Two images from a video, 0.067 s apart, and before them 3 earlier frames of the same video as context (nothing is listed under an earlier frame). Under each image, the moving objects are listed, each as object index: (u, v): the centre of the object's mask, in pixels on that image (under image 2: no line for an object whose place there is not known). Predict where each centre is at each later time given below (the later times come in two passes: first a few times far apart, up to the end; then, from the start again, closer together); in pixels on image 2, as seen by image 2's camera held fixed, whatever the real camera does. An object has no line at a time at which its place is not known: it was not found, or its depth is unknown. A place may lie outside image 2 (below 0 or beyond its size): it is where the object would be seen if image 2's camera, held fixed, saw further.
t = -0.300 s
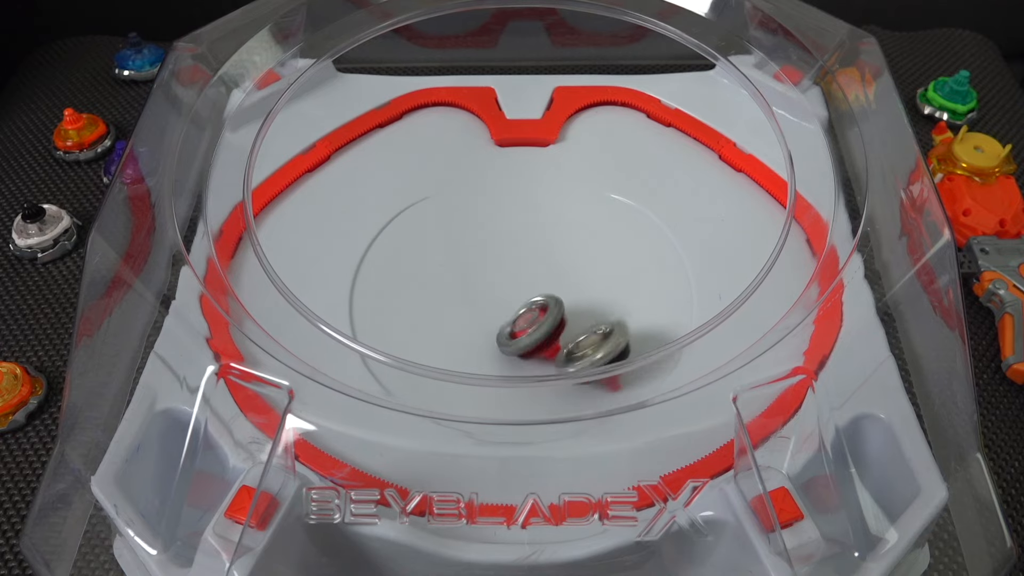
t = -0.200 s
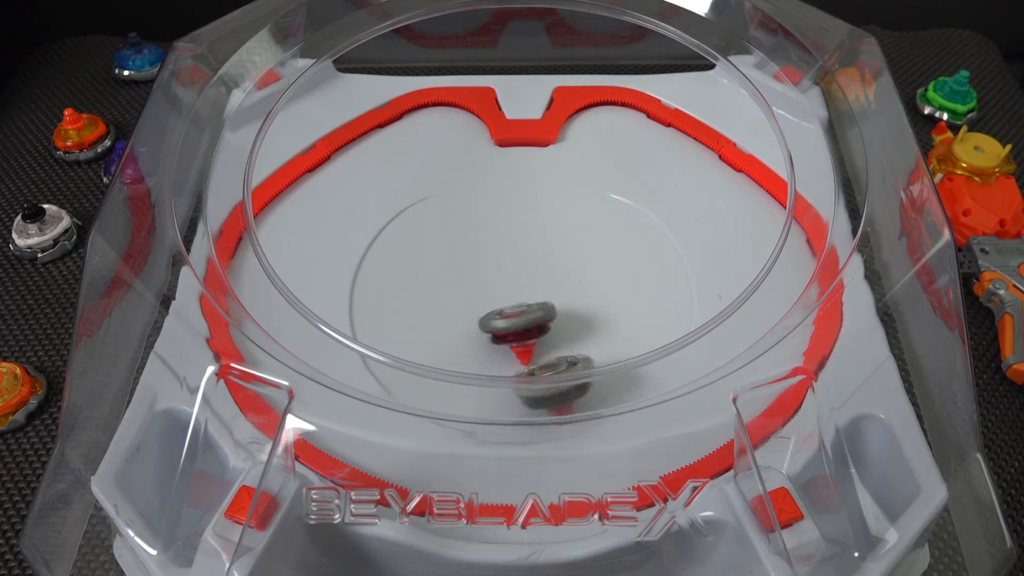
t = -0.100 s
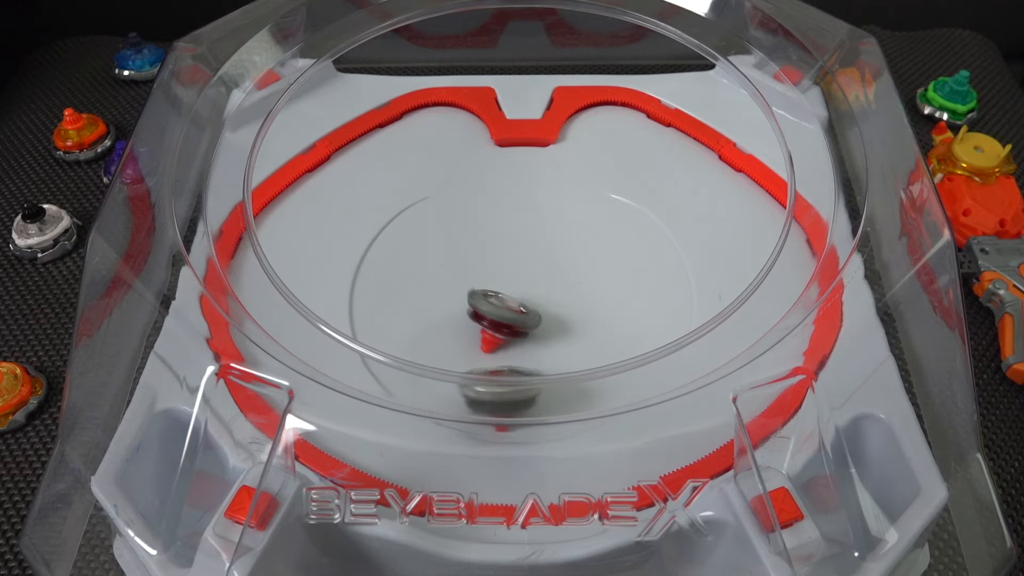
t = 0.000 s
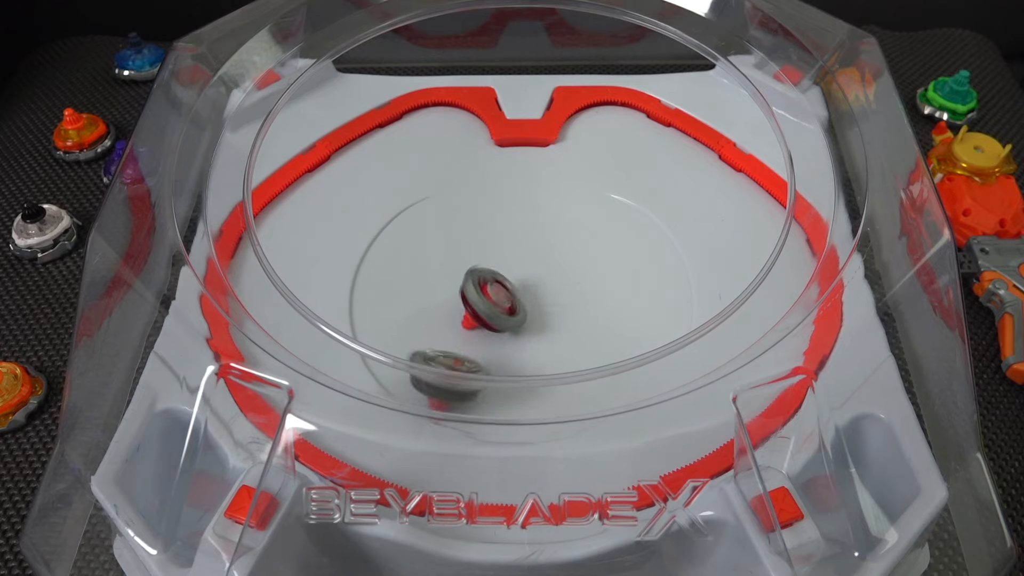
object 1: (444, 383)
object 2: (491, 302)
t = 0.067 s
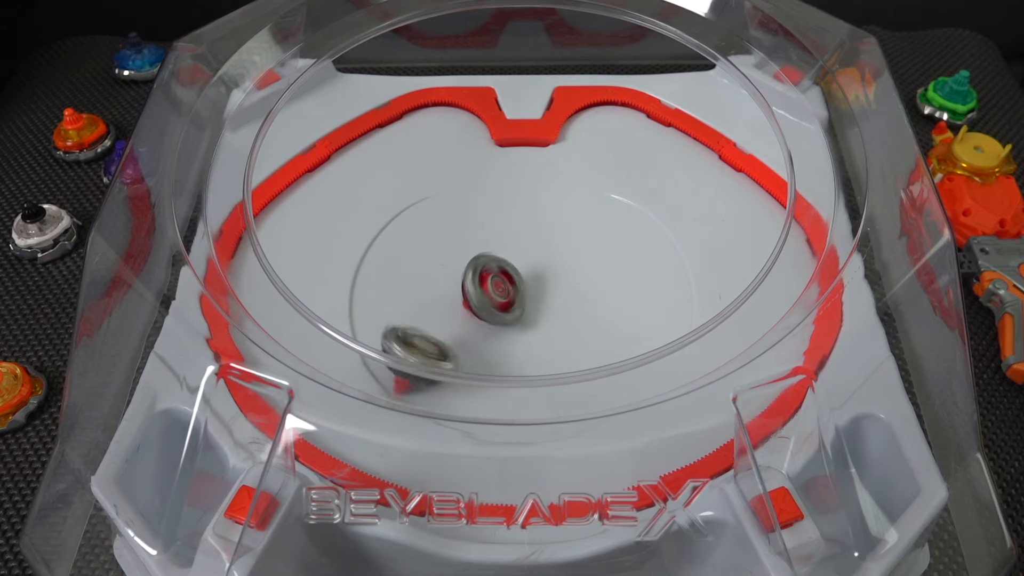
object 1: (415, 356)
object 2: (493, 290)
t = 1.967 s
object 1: (471, 190)
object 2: (527, 266)
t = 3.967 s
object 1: (564, 369)
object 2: (518, 311)
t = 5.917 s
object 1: (537, 215)
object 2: (535, 281)
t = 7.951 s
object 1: (451, 268)
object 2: (529, 280)
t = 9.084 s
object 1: (462, 263)
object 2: (524, 287)
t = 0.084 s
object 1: (411, 343)
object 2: (495, 288)
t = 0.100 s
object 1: (405, 339)
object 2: (497, 286)
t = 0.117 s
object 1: (402, 334)
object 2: (499, 283)
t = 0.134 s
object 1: (398, 329)
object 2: (501, 281)
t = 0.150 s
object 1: (393, 323)
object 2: (503, 280)
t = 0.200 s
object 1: (387, 301)
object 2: (512, 275)
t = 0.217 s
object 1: (386, 293)
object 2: (515, 275)
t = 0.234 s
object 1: (386, 285)
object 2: (519, 274)
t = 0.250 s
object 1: (386, 277)
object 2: (522, 274)
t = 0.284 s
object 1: (389, 262)
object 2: (529, 273)
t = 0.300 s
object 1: (392, 254)
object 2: (533, 274)
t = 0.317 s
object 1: (396, 247)
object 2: (536, 274)
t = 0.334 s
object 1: (398, 240)
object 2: (539, 275)
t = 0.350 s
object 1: (403, 233)
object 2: (542, 277)
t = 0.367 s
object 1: (408, 227)
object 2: (545, 279)
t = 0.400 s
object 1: (419, 214)
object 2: (549, 282)
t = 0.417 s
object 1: (425, 209)
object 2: (551, 285)
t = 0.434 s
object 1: (432, 203)
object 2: (552, 288)
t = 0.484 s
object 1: (454, 190)
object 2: (555, 295)
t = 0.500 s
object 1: (462, 187)
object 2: (555, 298)
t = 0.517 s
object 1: (469, 183)
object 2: (555, 302)
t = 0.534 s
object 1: (478, 181)
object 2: (554, 304)
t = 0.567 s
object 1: (495, 177)
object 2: (551, 310)
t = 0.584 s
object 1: (505, 176)
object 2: (549, 312)
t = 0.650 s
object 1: (539, 175)
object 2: (537, 318)
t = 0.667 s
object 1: (549, 176)
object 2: (533, 319)
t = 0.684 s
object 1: (558, 177)
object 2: (529, 319)
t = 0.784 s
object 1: (607, 194)
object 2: (508, 312)
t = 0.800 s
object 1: (614, 197)
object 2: (505, 309)
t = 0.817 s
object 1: (623, 202)
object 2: (504, 306)
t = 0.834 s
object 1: (629, 208)
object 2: (502, 304)
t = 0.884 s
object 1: (647, 225)
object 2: (501, 294)
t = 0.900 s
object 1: (652, 232)
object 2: (501, 291)
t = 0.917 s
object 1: (656, 239)
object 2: (502, 288)
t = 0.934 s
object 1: (659, 246)
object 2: (504, 285)
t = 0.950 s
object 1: (662, 253)
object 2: (505, 282)
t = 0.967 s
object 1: (664, 262)
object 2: (506, 279)
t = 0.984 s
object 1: (666, 269)
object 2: (508, 278)
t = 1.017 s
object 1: (666, 285)
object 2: (513, 274)
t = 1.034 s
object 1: (665, 293)
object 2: (515, 272)
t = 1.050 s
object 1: (664, 301)
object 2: (518, 271)
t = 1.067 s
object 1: (662, 309)
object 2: (521, 270)
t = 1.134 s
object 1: (643, 333)
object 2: (533, 269)
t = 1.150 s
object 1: (640, 345)
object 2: (536, 268)
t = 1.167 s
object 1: (633, 354)
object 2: (538, 269)
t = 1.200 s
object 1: (617, 363)
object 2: (543, 271)
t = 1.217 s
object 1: (607, 376)
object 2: (546, 273)
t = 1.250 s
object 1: (588, 384)
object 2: (550, 276)
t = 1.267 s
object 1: (577, 388)
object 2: (552, 278)
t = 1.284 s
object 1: (568, 391)
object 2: (553, 281)
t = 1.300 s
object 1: (556, 395)
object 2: (554, 283)
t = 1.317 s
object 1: (544, 400)
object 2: (555, 285)
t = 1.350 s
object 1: (521, 401)
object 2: (555, 292)
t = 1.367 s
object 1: (510, 400)
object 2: (555, 295)
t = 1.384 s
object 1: (499, 396)
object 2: (554, 297)
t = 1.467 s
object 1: (442, 382)
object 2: (542, 309)
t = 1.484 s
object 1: (436, 369)
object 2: (539, 311)
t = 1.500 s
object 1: (427, 363)
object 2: (535, 312)
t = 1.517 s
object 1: (421, 357)
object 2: (531, 312)
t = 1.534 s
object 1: (416, 345)
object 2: (527, 312)
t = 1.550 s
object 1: (410, 342)
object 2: (523, 312)
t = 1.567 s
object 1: (403, 335)
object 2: (519, 312)
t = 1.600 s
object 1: (394, 326)
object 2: (511, 309)
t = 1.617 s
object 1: (391, 319)
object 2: (508, 307)
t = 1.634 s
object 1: (389, 311)
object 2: (506, 305)
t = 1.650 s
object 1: (386, 304)
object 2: (503, 302)
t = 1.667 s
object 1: (386, 296)
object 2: (501, 299)
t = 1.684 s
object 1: (385, 288)
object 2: (500, 296)
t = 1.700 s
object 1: (386, 280)
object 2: (499, 293)
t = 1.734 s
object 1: (389, 264)
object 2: (499, 287)
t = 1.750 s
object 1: (391, 257)
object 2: (500, 284)
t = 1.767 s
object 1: (394, 250)
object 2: (501, 281)
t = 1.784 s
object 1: (398, 243)
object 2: (502, 278)
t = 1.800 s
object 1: (403, 236)
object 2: (503, 276)
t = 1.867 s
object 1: (425, 212)
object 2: (511, 270)
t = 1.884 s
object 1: (432, 207)
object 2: (513, 268)
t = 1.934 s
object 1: (454, 195)
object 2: (521, 267)
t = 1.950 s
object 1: (462, 192)
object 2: (524, 266)
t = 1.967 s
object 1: (471, 190)
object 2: (527, 266)
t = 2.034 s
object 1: (505, 186)
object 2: (537, 269)
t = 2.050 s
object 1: (515, 186)
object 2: (539, 271)
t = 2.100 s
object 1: (542, 188)
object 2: (544, 277)
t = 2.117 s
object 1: (550, 190)
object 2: (546, 279)
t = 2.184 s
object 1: (582, 201)
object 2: (548, 291)
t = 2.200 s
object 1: (589, 204)
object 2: (548, 294)
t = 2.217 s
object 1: (596, 209)
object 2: (546, 297)
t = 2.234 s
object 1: (603, 213)
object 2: (545, 300)
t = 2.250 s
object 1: (610, 218)
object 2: (543, 302)
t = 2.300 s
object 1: (627, 236)
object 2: (535, 309)
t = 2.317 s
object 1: (631, 243)
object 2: (531, 310)
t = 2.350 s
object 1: (638, 255)
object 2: (523, 311)
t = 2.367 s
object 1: (641, 263)
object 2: (520, 312)
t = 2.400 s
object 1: (644, 277)
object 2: (512, 310)
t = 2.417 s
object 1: (645, 286)
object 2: (508, 309)
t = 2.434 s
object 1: (644, 293)
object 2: (505, 307)
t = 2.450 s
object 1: (643, 301)
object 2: (502, 305)
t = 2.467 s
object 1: (641, 309)
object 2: (500, 303)
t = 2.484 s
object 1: (639, 316)
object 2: (498, 300)
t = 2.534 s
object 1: (626, 334)
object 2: (497, 291)
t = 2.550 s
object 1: (620, 339)
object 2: (496, 288)
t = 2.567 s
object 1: (613, 344)
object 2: (497, 286)
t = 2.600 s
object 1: (600, 361)
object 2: (500, 280)
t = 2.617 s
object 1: (591, 368)
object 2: (501, 278)
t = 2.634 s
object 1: (581, 371)
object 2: (502, 277)
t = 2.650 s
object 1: (572, 372)
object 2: (504, 275)
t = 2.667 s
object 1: (565, 386)
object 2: (507, 274)
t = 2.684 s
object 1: (552, 388)
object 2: (509, 272)
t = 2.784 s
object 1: (485, 389)
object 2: (524, 270)
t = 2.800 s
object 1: (476, 388)
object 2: (527, 271)
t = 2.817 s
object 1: (466, 373)
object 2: (529, 271)
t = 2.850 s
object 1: (448, 369)
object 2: (534, 273)
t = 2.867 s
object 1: (441, 363)
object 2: (536, 275)
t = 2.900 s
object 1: (427, 346)
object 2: (540, 279)
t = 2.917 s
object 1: (421, 342)
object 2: (542, 281)
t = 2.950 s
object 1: (412, 333)
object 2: (544, 287)
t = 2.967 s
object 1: (407, 327)
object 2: (545, 289)
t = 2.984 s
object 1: (404, 320)
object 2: (545, 292)
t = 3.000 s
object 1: (402, 313)
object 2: (545, 295)
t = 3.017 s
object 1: (400, 305)
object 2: (544, 298)
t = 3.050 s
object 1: (400, 291)
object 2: (542, 304)
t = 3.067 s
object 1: (401, 283)
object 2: (540, 306)
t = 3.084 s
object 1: (402, 276)
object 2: (537, 308)
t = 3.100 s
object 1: (404, 269)
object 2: (534, 310)
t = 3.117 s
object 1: (407, 262)
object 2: (531, 311)
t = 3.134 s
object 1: (410, 255)
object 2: (527, 312)
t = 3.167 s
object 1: (419, 243)
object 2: (520, 313)
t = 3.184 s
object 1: (424, 237)
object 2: (517, 312)
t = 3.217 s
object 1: (436, 227)
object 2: (510, 310)
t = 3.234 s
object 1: (442, 222)
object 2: (507, 309)
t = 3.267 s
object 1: (456, 213)
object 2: (502, 304)
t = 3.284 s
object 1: (464, 211)
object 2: (501, 302)
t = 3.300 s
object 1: (472, 208)
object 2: (500, 299)
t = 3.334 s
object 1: (487, 203)
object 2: (499, 294)
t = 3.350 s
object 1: (495, 202)
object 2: (499, 291)
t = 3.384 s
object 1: (513, 200)
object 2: (500, 285)
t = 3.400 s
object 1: (521, 200)
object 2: (502, 283)
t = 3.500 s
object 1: (570, 210)
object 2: (513, 274)
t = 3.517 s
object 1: (577, 212)
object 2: (515, 273)
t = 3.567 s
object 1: (598, 224)
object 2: (523, 273)
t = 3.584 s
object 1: (604, 229)
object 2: (526, 273)
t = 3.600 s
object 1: (611, 234)
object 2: (528, 273)
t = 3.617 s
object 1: (615, 240)
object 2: (531, 274)
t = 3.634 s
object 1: (619, 245)
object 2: (533, 276)
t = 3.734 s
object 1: (634, 284)
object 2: (543, 287)
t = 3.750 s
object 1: (633, 292)
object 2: (544, 289)
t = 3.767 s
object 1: (632, 299)
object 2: (544, 292)
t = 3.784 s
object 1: (631, 307)
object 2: (544, 295)
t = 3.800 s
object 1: (629, 315)
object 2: (543, 298)
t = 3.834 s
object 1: (620, 327)
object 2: (541, 303)
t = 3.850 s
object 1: (616, 333)
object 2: (540, 305)
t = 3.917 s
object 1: (590, 351)
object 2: (528, 311)
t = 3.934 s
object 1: (582, 354)
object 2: (525, 312)
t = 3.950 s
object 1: (574, 365)
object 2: (521, 311)
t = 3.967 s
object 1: (564, 369)
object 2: (518, 311)
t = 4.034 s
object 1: (525, 377)
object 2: (506, 306)
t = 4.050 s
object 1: (515, 376)
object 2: (504, 303)
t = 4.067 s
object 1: (505, 375)
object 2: (503, 300)
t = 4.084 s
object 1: (494, 373)
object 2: (502, 298)
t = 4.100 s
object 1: (485, 371)
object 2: (502, 295)
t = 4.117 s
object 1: (475, 367)
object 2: (502, 292)
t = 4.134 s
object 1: (467, 357)
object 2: (503, 289)
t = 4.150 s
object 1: (458, 354)
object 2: (503, 287)
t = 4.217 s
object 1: (433, 339)
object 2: (509, 279)
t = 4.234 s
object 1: (427, 334)
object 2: (510, 278)
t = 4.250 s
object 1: (423, 328)
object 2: (512, 278)
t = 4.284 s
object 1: (417, 314)
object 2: (517, 275)
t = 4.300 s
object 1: (416, 308)
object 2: (519, 274)
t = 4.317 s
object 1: (415, 300)
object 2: (521, 274)
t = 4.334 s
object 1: (415, 294)
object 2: (524, 274)
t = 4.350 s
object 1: (415, 286)
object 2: (526, 274)
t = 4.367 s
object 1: (417, 280)
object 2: (528, 275)
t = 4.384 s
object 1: (418, 273)
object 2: (531, 275)
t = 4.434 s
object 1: (427, 254)
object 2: (536, 279)
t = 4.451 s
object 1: (431, 248)
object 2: (539, 280)
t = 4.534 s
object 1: (460, 223)
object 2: (543, 291)
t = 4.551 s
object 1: (465, 220)
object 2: (544, 294)
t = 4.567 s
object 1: (474, 218)
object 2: (543, 297)
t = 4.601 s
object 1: (489, 213)
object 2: (541, 302)
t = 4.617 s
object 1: (496, 212)
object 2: (539, 304)
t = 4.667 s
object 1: (520, 210)
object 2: (530, 308)
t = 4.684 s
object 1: (528, 210)
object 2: (527, 309)
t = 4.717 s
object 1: (543, 211)
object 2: (521, 309)
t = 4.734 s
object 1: (551, 213)
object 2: (518, 309)
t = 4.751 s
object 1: (559, 216)
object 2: (515, 308)
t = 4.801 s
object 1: (579, 224)
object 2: (508, 302)
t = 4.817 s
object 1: (586, 228)
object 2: (506, 300)
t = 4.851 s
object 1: (598, 236)
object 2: (505, 295)
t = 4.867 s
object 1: (603, 241)
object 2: (504, 292)
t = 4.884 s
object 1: (608, 246)
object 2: (505, 290)
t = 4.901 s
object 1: (612, 252)
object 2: (506, 287)
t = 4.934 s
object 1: (618, 264)
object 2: (508, 283)
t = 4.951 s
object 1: (620, 270)
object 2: (509, 281)
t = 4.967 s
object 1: (622, 277)
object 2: (510, 280)
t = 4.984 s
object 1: (622, 283)
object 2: (512, 279)
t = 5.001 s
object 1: (623, 290)
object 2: (514, 278)
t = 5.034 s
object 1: (621, 304)
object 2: (518, 276)
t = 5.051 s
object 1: (619, 311)
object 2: (520, 276)
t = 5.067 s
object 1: (616, 318)
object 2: (522, 275)
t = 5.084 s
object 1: (612, 325)
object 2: (524, 275)
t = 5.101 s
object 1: (607, 329)
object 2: (526, 274)
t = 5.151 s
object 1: (588, 344)
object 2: (532, 277)
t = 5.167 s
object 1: (582, 348)
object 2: (534, 278)
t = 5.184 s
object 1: (574, 351)
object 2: (536, 279)
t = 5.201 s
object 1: (566, 354)
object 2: (537, 281)
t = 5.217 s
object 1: (557, 356)
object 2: (538, 282)
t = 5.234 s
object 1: (548, 358)
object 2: (540, 284)
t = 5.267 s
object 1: (530, 360)
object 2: (542, 289)
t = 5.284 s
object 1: (521, 360)
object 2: (542, 291)
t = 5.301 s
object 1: (510, 359)
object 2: (541, 295)
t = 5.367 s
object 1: (477, 354)
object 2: (536, 303)
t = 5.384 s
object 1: (470, 351)
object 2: (534, 305)
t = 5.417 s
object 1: (455, 344)
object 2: (528, 307)
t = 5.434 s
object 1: (450, 339)
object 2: (525, 308)
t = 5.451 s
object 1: (445, 333)
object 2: (522, 308)
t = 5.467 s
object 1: (440, 328)
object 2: (519, 307)
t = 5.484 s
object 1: (436, 321)
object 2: (516, 307)
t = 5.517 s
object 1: (430, 310)
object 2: (511, 303)
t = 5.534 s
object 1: (429, 304)
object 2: (509, 302)
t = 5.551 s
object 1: (429, 297)
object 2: (508, 300)
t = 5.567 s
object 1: (428, 290)
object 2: (506, 297)
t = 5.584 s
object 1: (429, 284)
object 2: (506, 294)
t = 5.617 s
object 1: (431, 271)
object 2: (506, 289)
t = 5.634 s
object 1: (434, 266)
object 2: (507, 287)
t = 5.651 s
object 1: (437, 260)
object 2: (508, 285)
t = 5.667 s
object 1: (440, 254)
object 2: (509, 283)
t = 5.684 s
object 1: (444, 247)
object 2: (511, 282)
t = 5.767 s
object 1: (472, 225)
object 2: (519, 276)
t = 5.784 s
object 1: (477, 221)
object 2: (520, 276)
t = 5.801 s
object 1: (485, 219)
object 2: (523, 276)
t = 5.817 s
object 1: (492, 217)
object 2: (525, 276)
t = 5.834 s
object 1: (498, 215)
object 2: (527, 276)
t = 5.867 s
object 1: (514, 213)
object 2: (531, 277)
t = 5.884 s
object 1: (522, 214)
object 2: (532, 279)
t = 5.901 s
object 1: (530, 214)
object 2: (534, 279)
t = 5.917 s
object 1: (537, 215)
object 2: (535, 281)
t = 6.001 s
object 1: (572, 227)
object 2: (541, 291)
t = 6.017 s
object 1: (578, 231)
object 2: (541, 293)
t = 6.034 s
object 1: (585, 236)
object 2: (540, 296)
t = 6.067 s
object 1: (594, 245)
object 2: (538, 301)
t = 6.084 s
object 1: (599, 250)
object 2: (536, 303)
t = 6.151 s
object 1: (611, 272)
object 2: (525, 307)
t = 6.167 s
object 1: (613, 278)
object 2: (523, 307)
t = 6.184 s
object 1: (613, 283)
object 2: (519, 306)
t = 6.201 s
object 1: (615, 289)
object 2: (517, 306)
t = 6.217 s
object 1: (613, 296)
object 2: (514, 305)
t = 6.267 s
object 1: (607, 318)
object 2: (508, 299)
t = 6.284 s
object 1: (603, 323)
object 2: (508, 297)
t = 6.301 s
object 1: (599, 329)
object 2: (507, 295)
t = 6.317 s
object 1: (594, 334)
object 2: (507, 292)
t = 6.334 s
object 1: (587, 339)
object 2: (508, 290)
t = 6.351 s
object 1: (581, 342)
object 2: (508, 287)
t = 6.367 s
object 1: (573, 346)
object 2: (509, 285)
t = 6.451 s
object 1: (533, 356)
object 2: (516, 279)
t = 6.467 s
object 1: (524, 356)
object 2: (518, 278)
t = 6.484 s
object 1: (516, 356)
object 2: (519, 278)
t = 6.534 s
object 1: (491, 352)
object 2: (525, 277)
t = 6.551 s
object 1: (483, 350)
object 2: (527, 277)
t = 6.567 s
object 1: (475, 347)
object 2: (529, 277)
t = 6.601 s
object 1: (462, 341)
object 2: (532, 279)
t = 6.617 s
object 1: (456, 336)
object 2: (534, 280)
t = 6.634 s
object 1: (452, 331)
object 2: (535, 282)
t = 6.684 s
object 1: (442, 314)
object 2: (539, 288)
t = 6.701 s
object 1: (441, 308)
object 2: (539, 289)
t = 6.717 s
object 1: (438, 301)
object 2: (539, 292)
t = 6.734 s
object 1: (438, 295)
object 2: (539, 295)
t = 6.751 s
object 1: (438, 289)
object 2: (538, 297)
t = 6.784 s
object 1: (440, 276)
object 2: (536, 301)
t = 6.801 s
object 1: (442, 271)
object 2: (534, 303)
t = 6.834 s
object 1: (447, 259)
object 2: (529, 305)
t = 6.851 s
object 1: (451, 254)
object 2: (526, 306)
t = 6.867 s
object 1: (456, 249)
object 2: (523, 306)
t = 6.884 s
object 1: (461, 244)
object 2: (520, 305)
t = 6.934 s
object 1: (477, 232)
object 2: (513, 302)
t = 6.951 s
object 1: (482, 230)
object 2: (511, 301)
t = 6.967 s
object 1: (490, 227)
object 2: (510, 298)
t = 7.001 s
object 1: (503, 225)
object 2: (508, 294)
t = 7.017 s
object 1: (511, 223)
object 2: (508, 291)
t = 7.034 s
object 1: (518, 222)
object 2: (509, 289)
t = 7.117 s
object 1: (552, 226)
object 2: (514, 281)
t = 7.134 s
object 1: (559, 228)
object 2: (515, 280)
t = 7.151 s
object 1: (565, 231)
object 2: (517, 279)
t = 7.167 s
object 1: (571, 234)
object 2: (518, 278)
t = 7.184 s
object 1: (577, 238)
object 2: (520, 278)
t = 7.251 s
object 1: (595, 256)
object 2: (526, 278)
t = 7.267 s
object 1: (598, 261)
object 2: (528, 278)
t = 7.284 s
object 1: (601, 266)
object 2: (530, 279)
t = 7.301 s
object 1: (603, 271)
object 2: (532, 281)
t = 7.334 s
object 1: (606, 283)
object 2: (534, 283)
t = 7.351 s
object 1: (606, 288)
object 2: (535, 285)
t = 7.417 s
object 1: (600, 313)
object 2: (537, 294)
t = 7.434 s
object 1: (598, 319)
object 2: (537, 296)
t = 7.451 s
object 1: (593, 325)
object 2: (535, 298)
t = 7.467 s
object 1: (588, 330)
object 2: (534, 300)
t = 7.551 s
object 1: (554, 348)
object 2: (522, 304)
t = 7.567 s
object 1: (547, 349)
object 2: (520, 304)
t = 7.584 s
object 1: (539, 351)
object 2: (517, 303)
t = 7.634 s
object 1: (514, 351)
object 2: (511, 299)
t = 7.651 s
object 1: (506, 350)
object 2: (510, 297)
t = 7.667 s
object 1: (499, 349)
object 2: (509, 295)
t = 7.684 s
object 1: (491, 347)
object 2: (509, 292)
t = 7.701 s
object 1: (484, 343)
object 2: (509, 290)
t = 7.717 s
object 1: (477, 340)
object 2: (510, 288)
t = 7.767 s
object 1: (460, 330)
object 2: (513, 283)
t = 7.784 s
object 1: (456, 324)
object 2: (514, 282)
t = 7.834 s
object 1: (447, 308)
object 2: (518, 280)
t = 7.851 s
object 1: (446, 302)
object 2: (520, 279)
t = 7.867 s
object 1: (444, 296)
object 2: (521, 279)
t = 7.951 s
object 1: (451, 268)
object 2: (529, 280)
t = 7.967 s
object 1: (454, 263)
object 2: (531, 280)
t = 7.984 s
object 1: (457, 257)
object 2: (532, 282)
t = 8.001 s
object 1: (461, 252)
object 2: (533, 284)
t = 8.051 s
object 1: (476, 240)
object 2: (536, 289)
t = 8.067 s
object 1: (482, 237)
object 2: (536, 291)
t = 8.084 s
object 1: (487, 234)
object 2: (536, 293)
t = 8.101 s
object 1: (493, 231)
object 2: (536, 296)
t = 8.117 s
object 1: (500, 230)
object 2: (535, 298)
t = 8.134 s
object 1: (506, 229)
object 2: (534, 299)
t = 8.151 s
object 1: (512, 228)
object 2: (531, 301)
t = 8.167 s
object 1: (519, 228)
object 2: (529, 302)
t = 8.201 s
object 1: (532, 229)
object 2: (525, 304)
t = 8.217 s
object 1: (539, 230)
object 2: (522, 304)
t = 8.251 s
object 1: (551, 233)
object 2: (517, 303)
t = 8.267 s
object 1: (557, 235)
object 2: (514, 302)
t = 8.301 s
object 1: (569, 241)
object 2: (511, 298)
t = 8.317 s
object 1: (575, 244)
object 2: (510, 296)
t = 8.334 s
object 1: (579, 248)
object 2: (510, 294)
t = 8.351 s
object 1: (584, 252)
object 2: (510, 292)
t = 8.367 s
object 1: (588, 257)
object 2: (510, 290)
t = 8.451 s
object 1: (599, 282)
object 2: (515, 282)
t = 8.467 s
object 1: (600, 288)
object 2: (516, 282)
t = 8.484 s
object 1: (599, 295)
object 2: (517, 281)
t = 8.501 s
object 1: (598, 300)
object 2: (518, 281)
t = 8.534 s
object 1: (594, 312)
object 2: (521, 280)
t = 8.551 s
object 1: (590, 317)
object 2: (523, 280)
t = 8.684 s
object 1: (542, 345)
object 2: (532, 287)
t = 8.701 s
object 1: (534, 347)
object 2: (533, 288)
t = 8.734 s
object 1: (518, 348)
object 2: (534, 293)
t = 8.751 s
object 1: (511, 347)
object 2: (534, 295)
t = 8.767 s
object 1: (503, 346)
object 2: (533, 297)
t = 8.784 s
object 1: (498, 344)
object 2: (532, 299)
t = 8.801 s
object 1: (491, 343)
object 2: (530, 300)
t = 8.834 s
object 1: (476, 339)
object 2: (527, 302)
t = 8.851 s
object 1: (470, 336)
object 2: (525, 302)
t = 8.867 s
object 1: (465, 331)
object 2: (524, 302)
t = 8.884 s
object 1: (461, 326)
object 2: (523, 301)
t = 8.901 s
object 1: (457, 321)
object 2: (522, 300)
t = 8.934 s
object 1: (452, 310)
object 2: (519, 298)
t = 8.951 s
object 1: (451, 305)
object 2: (519, 297)
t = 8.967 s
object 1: (450, 299)
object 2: (519, 295)
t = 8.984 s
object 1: (450, 294)
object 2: (520, 293)
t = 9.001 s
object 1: (451, 289)
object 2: (520, 292)
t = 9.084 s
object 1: (462, 263)
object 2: (524, 287)
